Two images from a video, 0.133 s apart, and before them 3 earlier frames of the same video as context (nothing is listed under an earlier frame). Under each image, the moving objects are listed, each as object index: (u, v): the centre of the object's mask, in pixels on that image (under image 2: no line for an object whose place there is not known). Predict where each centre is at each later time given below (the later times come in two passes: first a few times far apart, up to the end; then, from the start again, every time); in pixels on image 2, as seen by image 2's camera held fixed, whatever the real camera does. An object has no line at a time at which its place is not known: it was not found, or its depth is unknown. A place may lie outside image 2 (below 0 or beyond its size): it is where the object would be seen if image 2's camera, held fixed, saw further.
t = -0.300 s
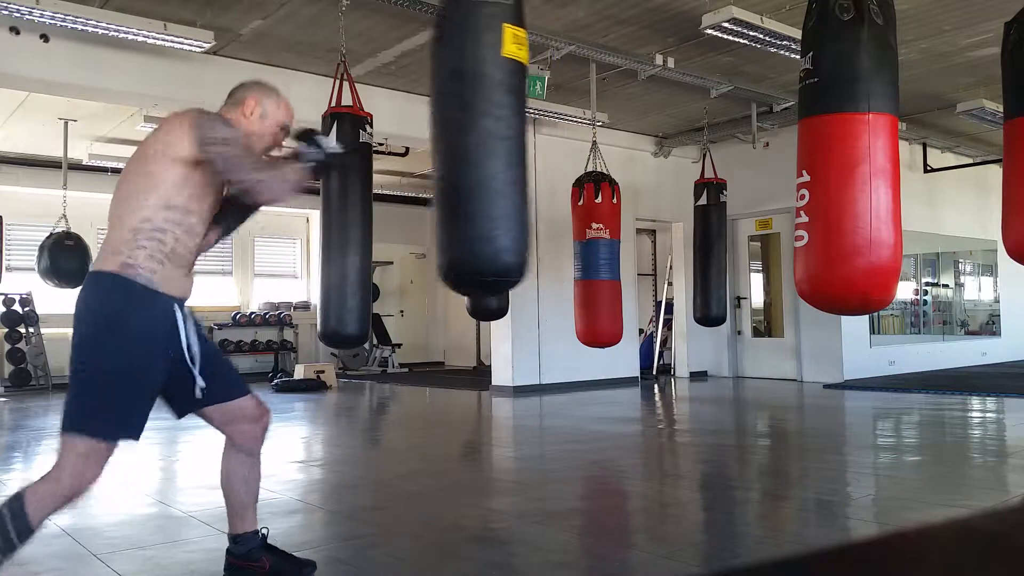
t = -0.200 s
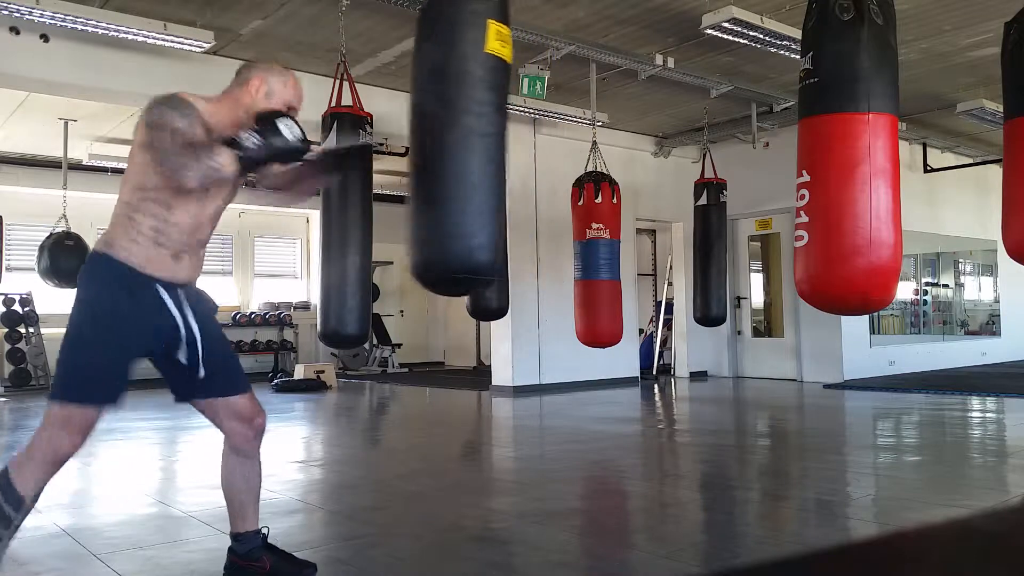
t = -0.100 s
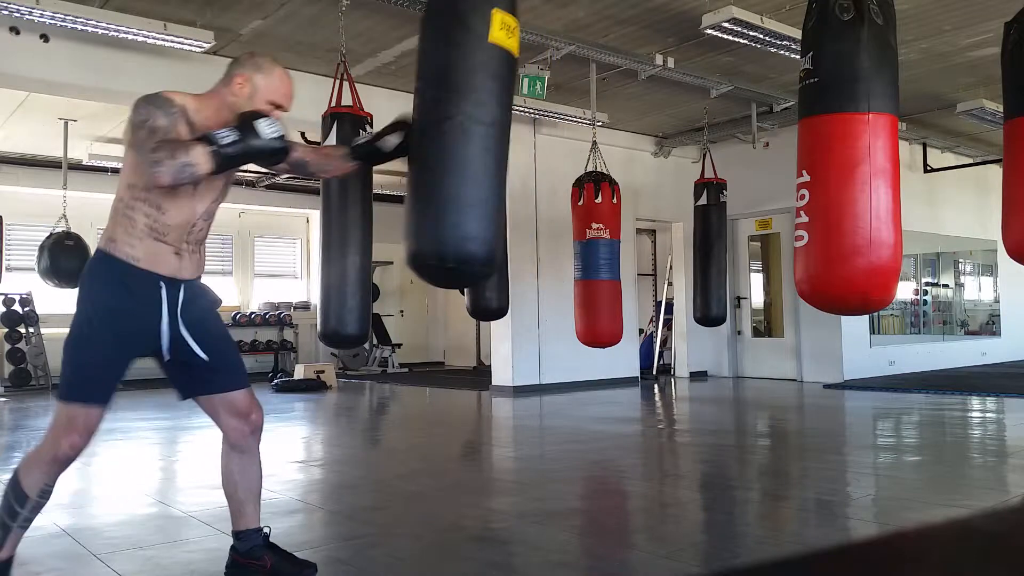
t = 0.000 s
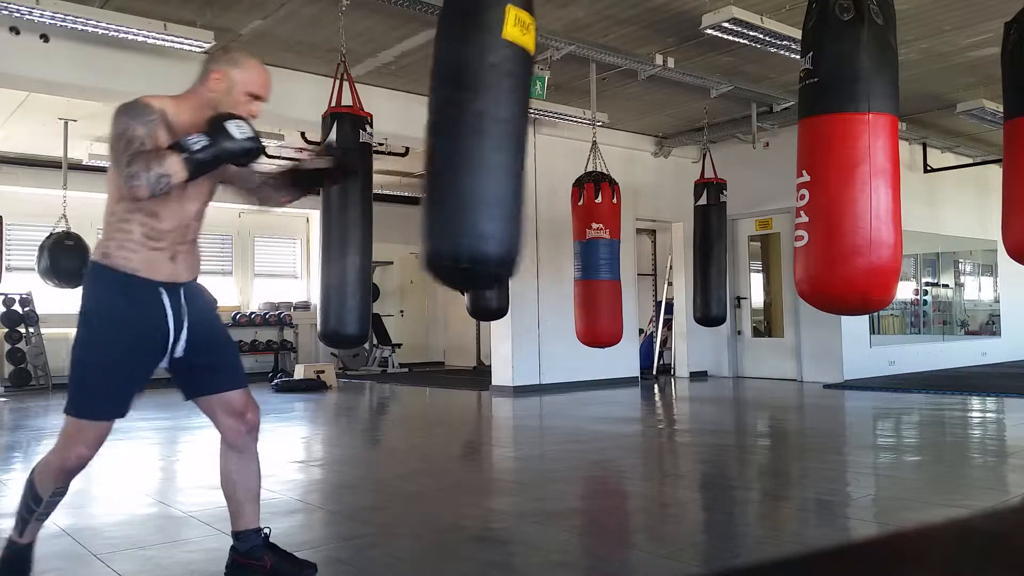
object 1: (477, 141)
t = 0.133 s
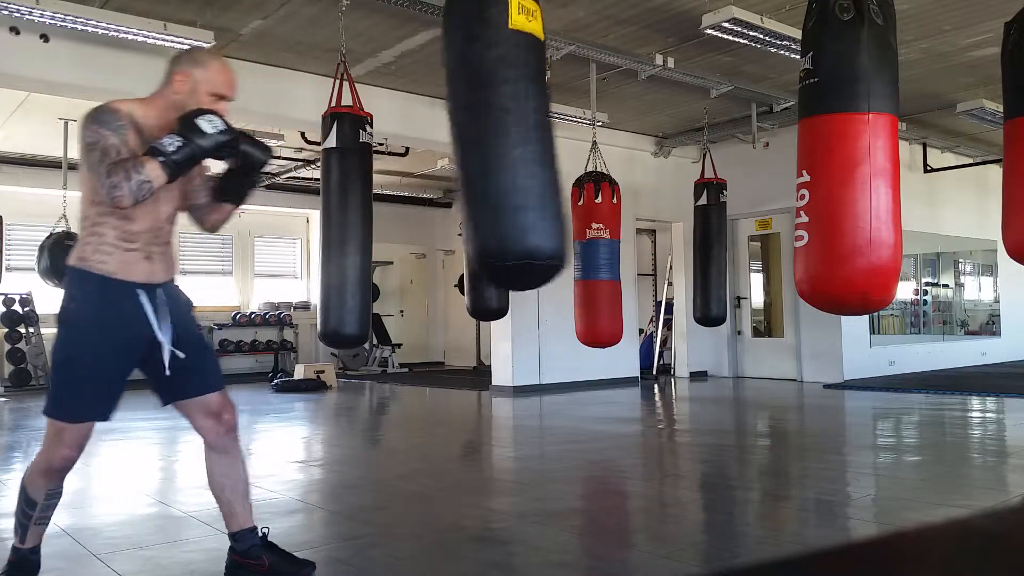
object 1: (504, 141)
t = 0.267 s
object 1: (530, 139)
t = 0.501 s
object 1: (567, 138)
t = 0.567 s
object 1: (574, 138)
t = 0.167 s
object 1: (511, 139)
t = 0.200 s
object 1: (518, 137)
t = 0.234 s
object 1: (524, 139)
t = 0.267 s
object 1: (530, 139)
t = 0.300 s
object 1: (537, 140)
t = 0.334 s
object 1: (542, 140)
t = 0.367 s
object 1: (548, 139)
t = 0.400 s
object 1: (553, 140)
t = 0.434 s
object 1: (558, 139)
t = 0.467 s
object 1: (562, 139)
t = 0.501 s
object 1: (567, 138)
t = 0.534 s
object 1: (570, 138)
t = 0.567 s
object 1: (574, 138)
